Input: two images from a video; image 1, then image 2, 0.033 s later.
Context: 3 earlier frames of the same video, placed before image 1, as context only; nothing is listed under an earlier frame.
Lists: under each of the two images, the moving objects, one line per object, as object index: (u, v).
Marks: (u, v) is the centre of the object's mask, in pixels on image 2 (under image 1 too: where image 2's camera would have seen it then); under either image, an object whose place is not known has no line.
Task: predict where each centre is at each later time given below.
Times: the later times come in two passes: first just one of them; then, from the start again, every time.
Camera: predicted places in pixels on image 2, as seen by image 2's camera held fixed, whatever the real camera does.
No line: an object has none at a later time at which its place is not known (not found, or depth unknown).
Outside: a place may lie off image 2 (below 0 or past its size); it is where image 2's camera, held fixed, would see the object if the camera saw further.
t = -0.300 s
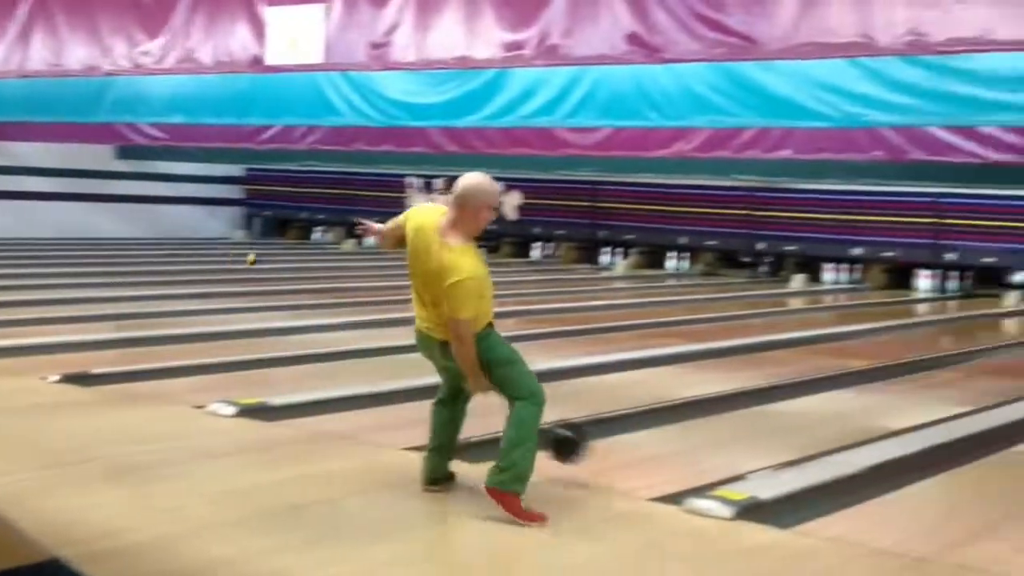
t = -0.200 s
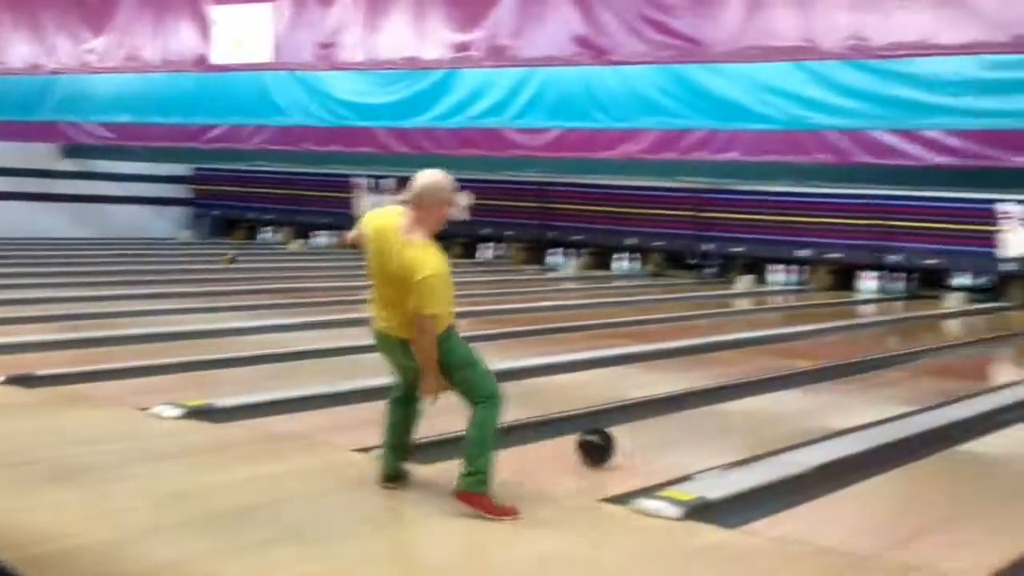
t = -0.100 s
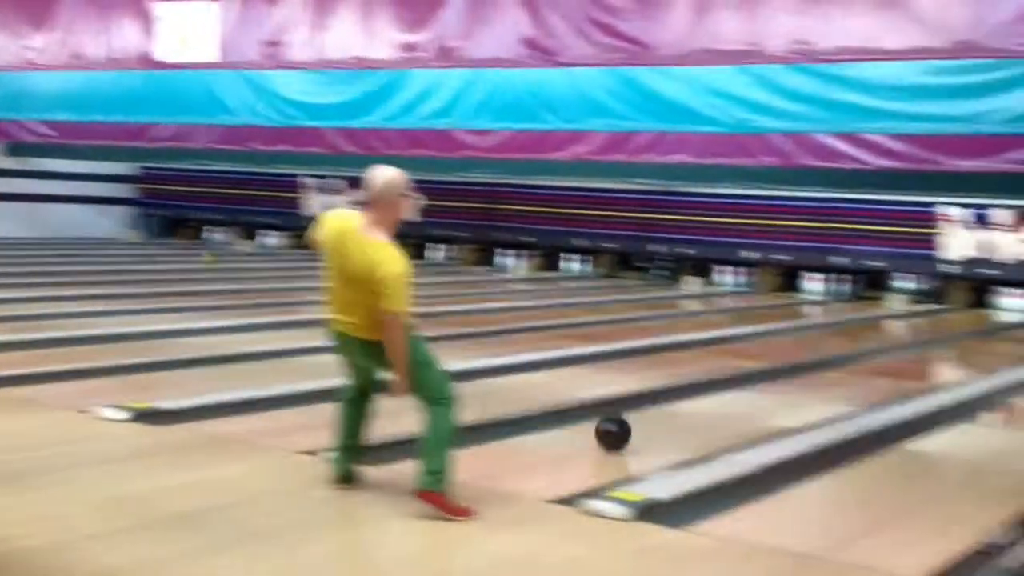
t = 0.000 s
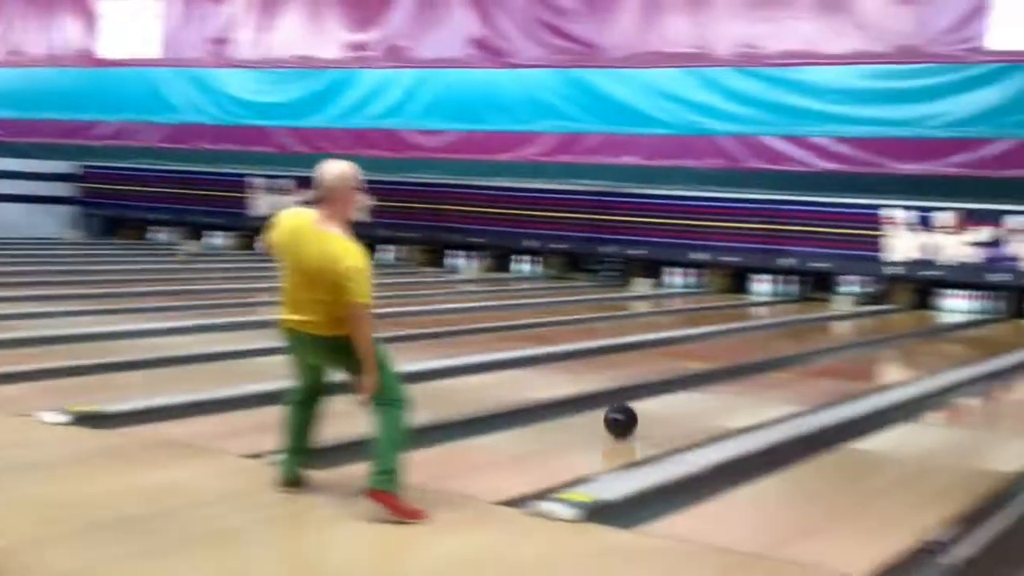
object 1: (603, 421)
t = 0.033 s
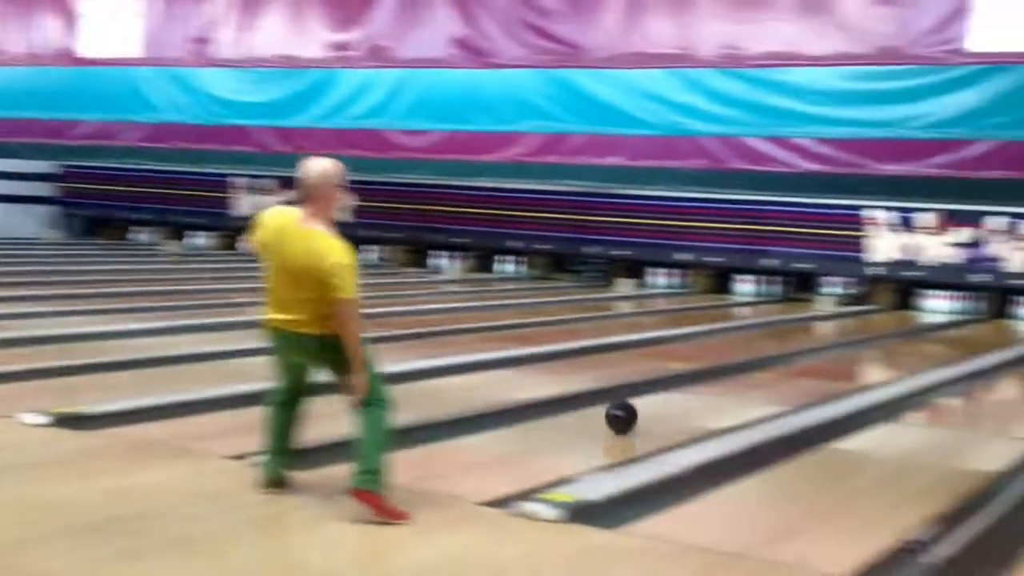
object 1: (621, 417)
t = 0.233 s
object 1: (709, 395)
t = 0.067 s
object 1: (638, 413)
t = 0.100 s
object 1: (653, 409)
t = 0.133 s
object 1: (668, 405)
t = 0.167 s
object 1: (683, 402)
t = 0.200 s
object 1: (696, 398)
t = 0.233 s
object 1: (709, 395)
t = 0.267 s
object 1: (721, 393)
